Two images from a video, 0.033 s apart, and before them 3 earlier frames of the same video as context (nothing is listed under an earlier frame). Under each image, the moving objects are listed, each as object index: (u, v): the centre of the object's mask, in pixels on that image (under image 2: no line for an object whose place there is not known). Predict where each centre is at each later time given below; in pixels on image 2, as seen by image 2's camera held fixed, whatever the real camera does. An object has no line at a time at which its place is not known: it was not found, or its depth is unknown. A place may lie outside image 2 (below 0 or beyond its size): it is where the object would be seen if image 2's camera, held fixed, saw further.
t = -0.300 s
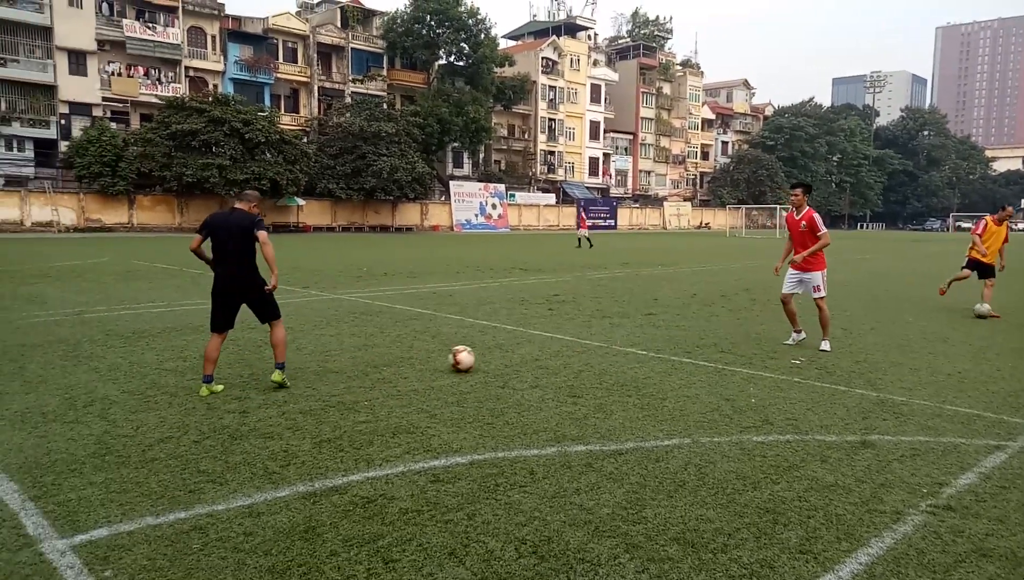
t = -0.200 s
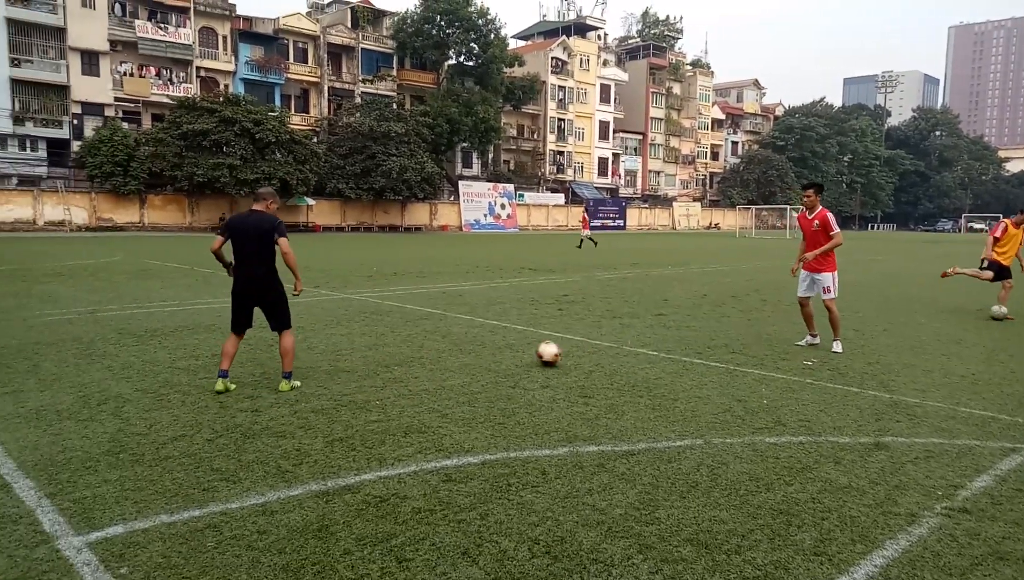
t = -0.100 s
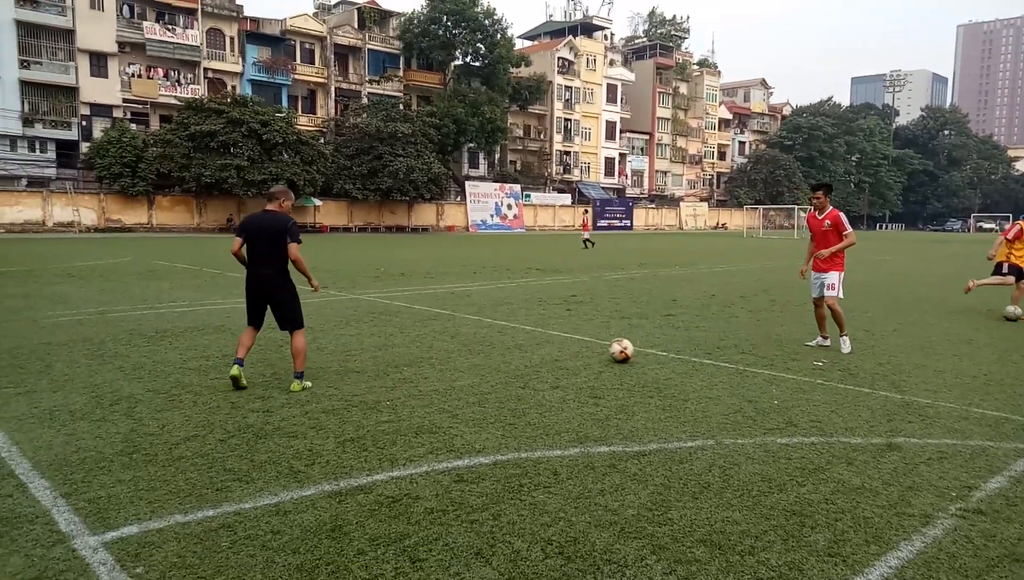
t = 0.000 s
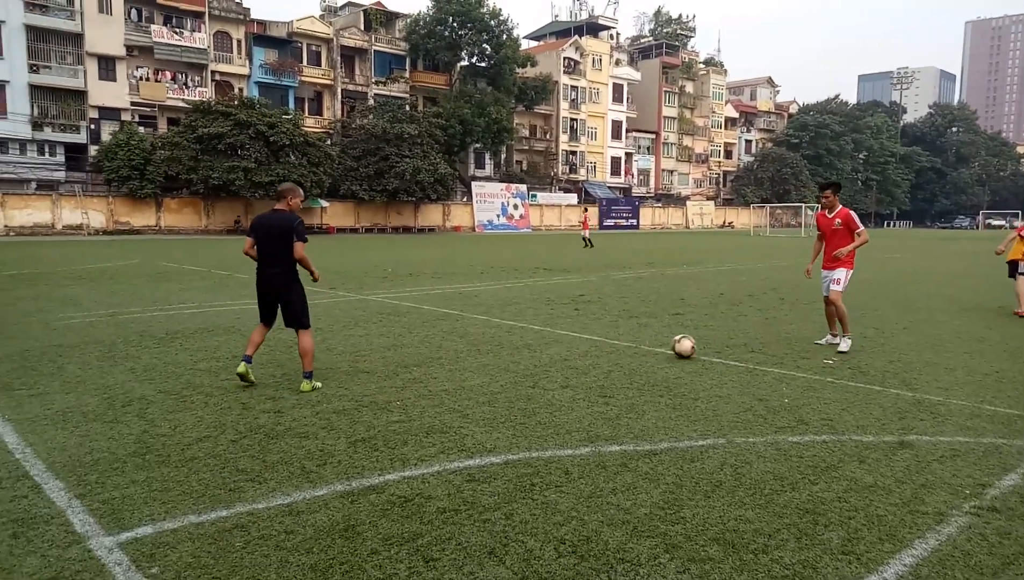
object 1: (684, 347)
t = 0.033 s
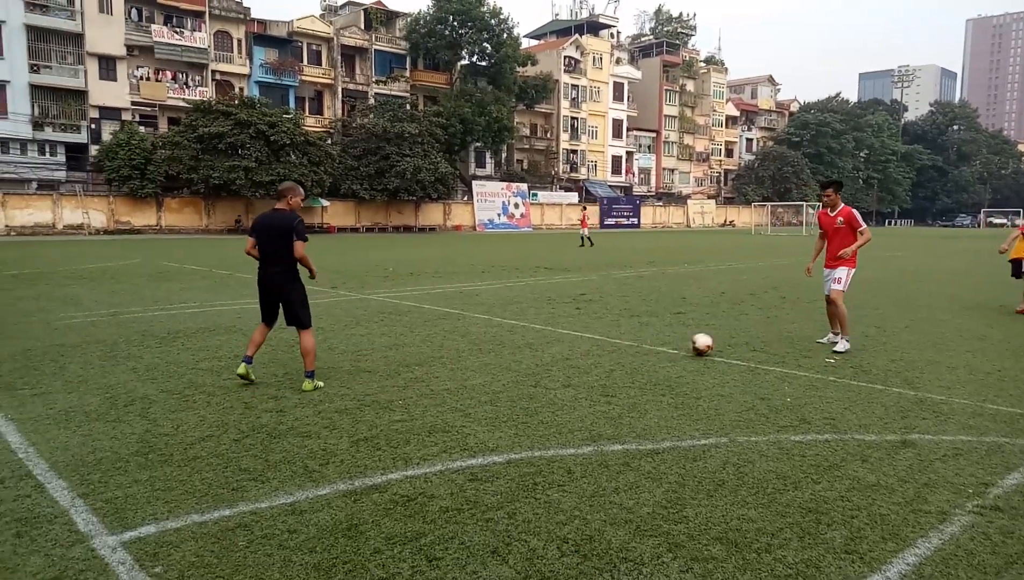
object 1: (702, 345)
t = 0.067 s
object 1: (716, 344)
